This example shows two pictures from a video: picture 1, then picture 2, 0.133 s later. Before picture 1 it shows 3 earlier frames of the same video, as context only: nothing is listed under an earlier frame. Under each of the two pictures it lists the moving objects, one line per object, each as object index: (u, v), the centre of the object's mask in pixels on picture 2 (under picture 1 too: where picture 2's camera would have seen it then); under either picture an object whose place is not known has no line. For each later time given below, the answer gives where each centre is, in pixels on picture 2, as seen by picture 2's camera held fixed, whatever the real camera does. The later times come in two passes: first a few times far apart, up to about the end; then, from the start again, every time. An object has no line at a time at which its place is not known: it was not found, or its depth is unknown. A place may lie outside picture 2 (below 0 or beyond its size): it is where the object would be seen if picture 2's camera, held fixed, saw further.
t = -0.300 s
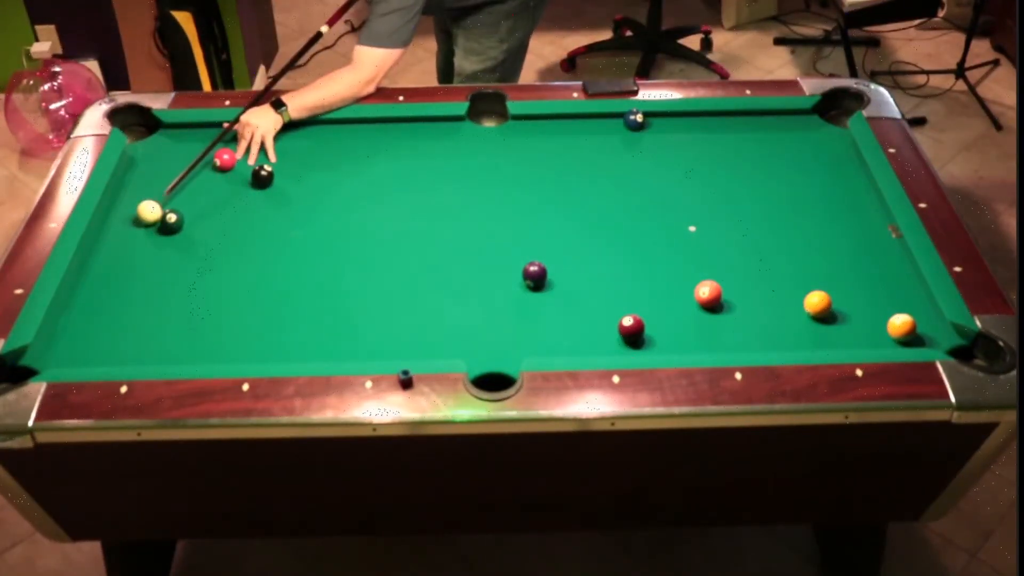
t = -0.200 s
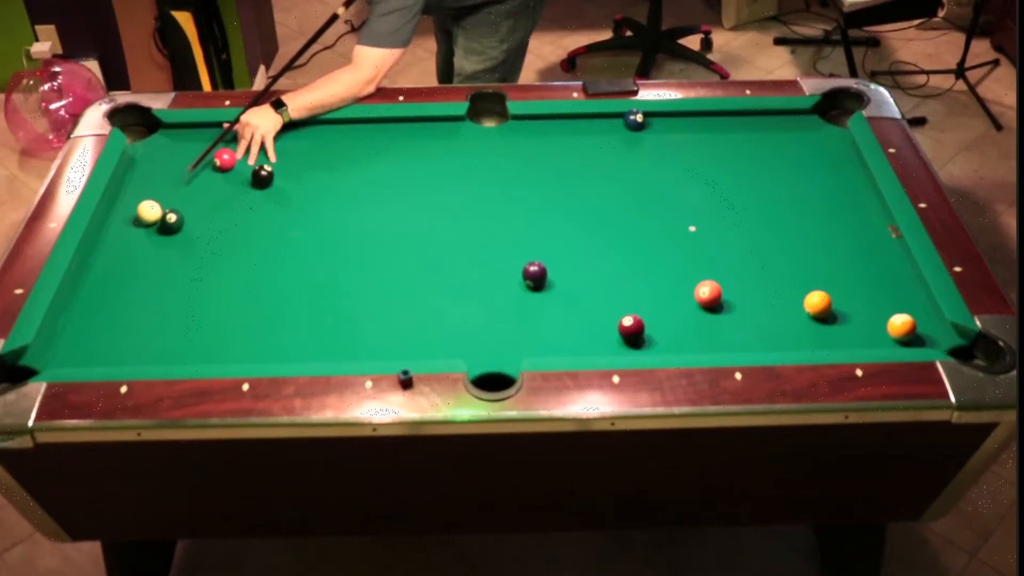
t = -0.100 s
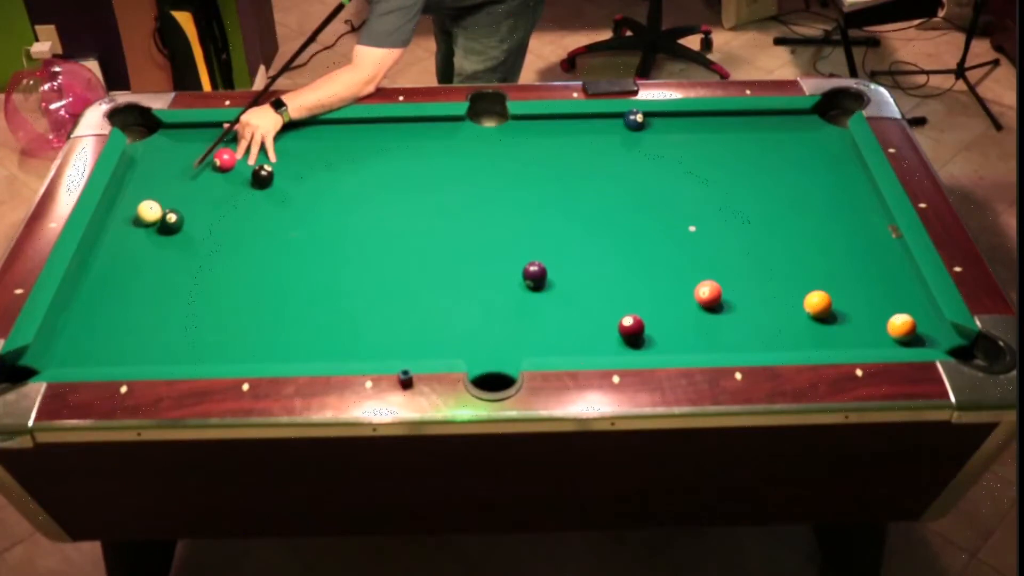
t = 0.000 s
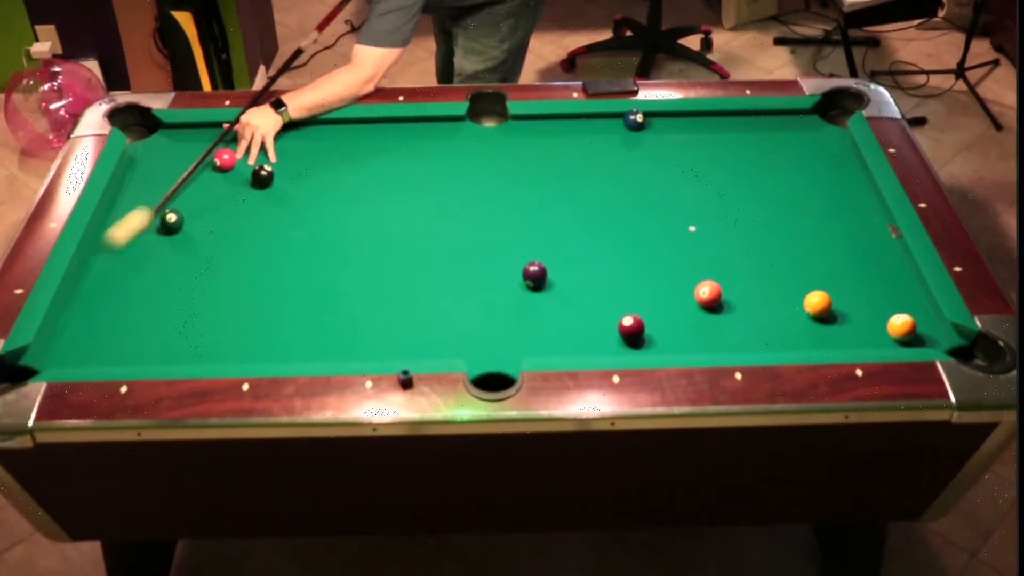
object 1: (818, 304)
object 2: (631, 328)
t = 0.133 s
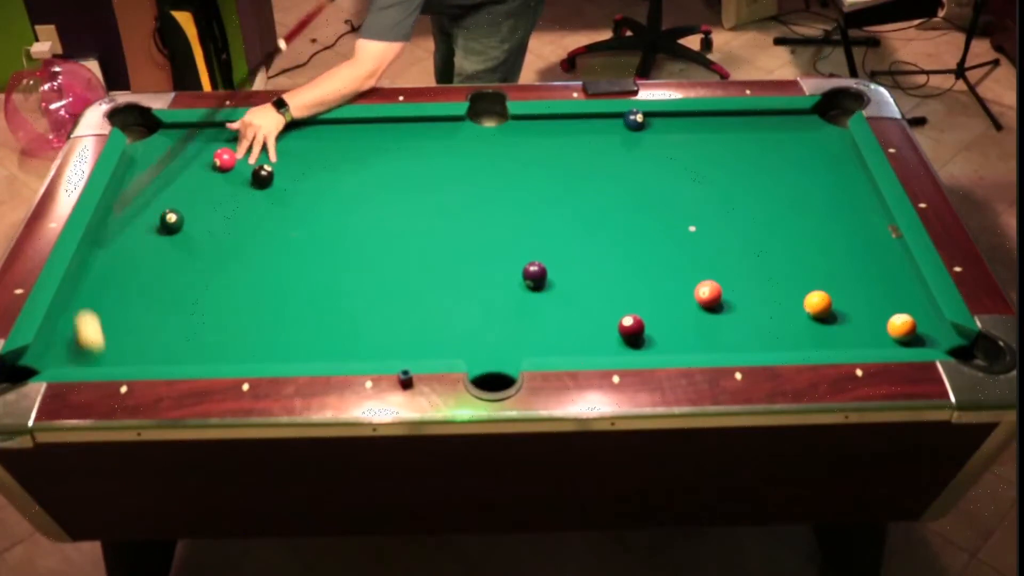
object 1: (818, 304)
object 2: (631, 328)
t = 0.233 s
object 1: (818, 304)
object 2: (631, 328)
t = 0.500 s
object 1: (818, 304)
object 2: (632, 328)
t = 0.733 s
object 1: (817, 304)
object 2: (631, 328)
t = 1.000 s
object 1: (817, 304)
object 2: (631, 328)
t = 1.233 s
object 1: (817, 304)
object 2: (631, 328)
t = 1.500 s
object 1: (817, 304)
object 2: (631, 328)
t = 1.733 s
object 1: (817, 304)
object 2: (631, 328)
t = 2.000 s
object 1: (817, 303)
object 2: (631, 328)
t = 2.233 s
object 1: (817, 304)
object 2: (631, 328)
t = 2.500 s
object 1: (790, 306)
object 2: (631, 328)
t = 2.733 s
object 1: (762, 309)
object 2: (632, 328)
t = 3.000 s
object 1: (732, 313)
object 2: (632, 328)
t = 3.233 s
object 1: (709, 316)
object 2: (631, 328)
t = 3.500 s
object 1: (684, 318)
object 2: (631, 328)
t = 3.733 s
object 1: (665, 321)
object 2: (631, 328)
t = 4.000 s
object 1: (655, 322)
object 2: (625, 329)
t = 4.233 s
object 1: (654, 322)
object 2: (616, 329)
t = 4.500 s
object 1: (653, 322)
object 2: (610, 329)
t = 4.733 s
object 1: (653, 322)
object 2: (607, 328)
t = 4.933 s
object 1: (653, 322)
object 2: (606, 328)
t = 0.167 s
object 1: (818, 304)
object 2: (631, 328)
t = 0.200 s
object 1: (818, 304)
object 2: (631, 328)
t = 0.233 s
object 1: (818, 304)
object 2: (631, 328)
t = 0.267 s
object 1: (818, 304)
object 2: (632, 328)
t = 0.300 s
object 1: (818, 304)
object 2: (632, 328)
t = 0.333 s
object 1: (818, 304)
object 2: (631, 328)
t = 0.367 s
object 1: (818, 304)
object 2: (631, 328)
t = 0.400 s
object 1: (818, 304)
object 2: (632, 328)
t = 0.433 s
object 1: (818, 304)
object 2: (631, 328)
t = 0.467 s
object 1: (818, 304)
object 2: (631, 328)
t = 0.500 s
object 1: (818, 304)
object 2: (632, 328)
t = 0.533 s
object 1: (817, 304)
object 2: (631, 328)
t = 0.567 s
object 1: (817, 304)
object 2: (631, 328)
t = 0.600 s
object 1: (817, 304)
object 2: (631, 328)
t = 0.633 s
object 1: (818, 304)
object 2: (631, 328)
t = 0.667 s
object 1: (817, 304)
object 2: (631, 328)
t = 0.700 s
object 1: (817, 304)
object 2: (631, 328)
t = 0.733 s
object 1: (817, 304)
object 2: (631, 328)
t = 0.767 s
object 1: (817, 304)
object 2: (632, 328)
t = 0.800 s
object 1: (818, 304)
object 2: (632, 328)
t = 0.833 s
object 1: (817, 304)
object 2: (632, 328)
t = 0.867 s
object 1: (817, 304)
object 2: (632, 328)
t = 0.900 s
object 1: (817, 304)
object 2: (631, 328)
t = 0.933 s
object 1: (817, 304)
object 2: (631, 328)
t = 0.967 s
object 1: (817, 304)
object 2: (631, 328)
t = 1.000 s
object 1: (817, 304)
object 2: (631, 328)
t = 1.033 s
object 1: (817, 304)
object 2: (631, 328)
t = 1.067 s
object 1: (817, 304)
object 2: (631, 328)
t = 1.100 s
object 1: (817, 304)
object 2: (631, 328)
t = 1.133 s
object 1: (817, 304)
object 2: (631, 328)
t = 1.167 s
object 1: (817, 304)
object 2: (631, 328)
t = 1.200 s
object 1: (817, 304)
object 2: (631, 328)
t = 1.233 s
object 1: (817, 304)
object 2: (631, 328)
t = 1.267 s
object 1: (817, 304)
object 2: (631, 328)
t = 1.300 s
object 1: (817, 304)
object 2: (631, 328)
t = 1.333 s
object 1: (817, 304)
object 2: (631, 328)
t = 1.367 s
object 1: (817, 304)
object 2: (631, 328)
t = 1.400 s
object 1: (817, 304)
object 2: (631, 328)
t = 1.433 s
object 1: (817, 304)
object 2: (631, 328)
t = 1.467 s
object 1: (817, 304)
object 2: (631, 328)
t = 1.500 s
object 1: (817, 304)
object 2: (631, 328)
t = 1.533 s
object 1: (817, 304)
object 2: (631, 328)
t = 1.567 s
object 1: (817, 304)
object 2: (631, 328)
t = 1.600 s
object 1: (817, 304)
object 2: (631, 328)
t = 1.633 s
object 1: (817, 304)
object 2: (631, 328)
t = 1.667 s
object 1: (817, 304)
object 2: (631, 328)
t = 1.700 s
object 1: (818, 304)
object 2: (631, 328)
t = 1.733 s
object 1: (817, 304)
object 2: (631, 328)
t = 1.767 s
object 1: (817, 303)
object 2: (631, 328)
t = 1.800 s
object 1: (817, 304)
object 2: (631, 328)
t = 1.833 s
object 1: (817, 304)
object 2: (631, 328)
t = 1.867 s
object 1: (817, 304)
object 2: (631, 328)
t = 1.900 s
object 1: (817, 303)
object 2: (631, 328)
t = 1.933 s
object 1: (818, 304)
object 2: (631, 328)
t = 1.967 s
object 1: (817, 303)
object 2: (631, 328)
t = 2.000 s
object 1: (817, 303)
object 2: (631, 328)
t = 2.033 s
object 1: (817, 303)
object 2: (631, 328)
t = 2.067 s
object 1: (817, 303)
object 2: (631, 328)
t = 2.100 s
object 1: (817, 303)
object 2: (631, 328)
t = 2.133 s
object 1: (818, 304)
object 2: (631, 328)
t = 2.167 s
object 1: (817, 303)
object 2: (631, 328)
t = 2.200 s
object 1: (817, 303)
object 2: (631, 328)
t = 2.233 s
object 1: (817, 304)
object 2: (631, 328)
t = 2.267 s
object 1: (817, 304)
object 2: (631, 328)
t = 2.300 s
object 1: (816, 304)
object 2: (631, 328)
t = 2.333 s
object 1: (811, 304)
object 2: (631, 328)
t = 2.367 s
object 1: (807, 305)
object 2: (631, 328)
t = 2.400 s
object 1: (802, 305)
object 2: (631, 328)
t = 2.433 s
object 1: (798, 305)
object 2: (631, 328)
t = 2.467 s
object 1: (794, 306)
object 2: (631, 328)
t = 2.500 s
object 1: (790, 306)
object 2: (631, 328)
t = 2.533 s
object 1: (786, 307)
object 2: (631, 328)
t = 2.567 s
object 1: (781, 307)
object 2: (631, 328)
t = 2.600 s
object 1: (777, 308)
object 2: (631, 328)
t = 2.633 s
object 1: (774, 308)
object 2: (632, 328)
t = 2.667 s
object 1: (770, 309)
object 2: (631, 328)
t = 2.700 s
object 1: (766, 309)
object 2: (632, 328)
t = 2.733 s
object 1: (762, 309)
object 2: (632, 328)
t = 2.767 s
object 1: (758, 310)
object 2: (632, 328)
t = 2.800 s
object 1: (754, 310)
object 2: (632, 328)
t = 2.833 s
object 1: (750, 310)
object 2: (632, 328)
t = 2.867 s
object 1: (746, 311)
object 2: (632, 328)
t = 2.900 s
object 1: (743, 311)
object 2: (632, 328)
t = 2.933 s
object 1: (739, 312)
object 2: (632, 328)
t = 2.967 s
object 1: (735, 313)
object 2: (632, 328)
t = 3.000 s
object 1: (732, 313)
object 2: (632, 328)
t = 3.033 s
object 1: (729, 313)
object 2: (632, 328)
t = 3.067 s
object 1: (725, 314)
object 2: (632, 328)
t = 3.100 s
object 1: (722, 314)
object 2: (632, 328)
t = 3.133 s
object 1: (718, 315)
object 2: (632, 328)
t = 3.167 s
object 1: (715, 315)
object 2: (631, 328)
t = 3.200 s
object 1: (712, 316)
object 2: (631, 328)
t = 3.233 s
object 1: (709, 316)
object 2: (631, 328)
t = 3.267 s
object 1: (705, 316)
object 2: (631, 328)
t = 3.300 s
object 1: (702, 317)
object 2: (631, 328)
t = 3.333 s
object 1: (699, 317)
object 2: (631, 328)
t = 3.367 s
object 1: (696, 317)
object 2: (631, 328)
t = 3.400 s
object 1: (693, 317)
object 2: (631, 328)
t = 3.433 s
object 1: (690, 318)
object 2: (631, 328)
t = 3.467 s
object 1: (687, 318)
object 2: (631, 328)
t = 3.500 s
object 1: (684, 318)
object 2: (631, 328)
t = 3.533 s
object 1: (681, 319)
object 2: (631, 328)
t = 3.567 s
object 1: (679, 319)
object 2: (631, 328)
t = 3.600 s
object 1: (676, 319)
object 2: (631, 328)
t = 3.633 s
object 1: (673, 320)
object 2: (631, 328)
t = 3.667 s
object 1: (671, 320)
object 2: (631, 328)
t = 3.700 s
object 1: (668, 321)
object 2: (631, 328)
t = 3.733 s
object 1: (665, 321)
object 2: (631, 328)
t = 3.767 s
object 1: (663, 321)
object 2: (631, 328)
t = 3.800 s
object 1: (660, 321)
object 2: (631, 328)
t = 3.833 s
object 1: (658, 322)
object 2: (632, 329)
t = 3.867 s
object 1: (657, 322)
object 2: (630, 329)
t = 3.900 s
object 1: (656, 322)
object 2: (629, 329)
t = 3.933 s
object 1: (656, 322)
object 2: (628, 329)
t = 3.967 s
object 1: (655, 322)
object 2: (626, 329)
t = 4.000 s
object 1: (655, 322)
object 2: (625, 329)
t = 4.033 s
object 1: (655, 322)
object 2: (624, 330)
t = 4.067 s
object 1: (655, 322)
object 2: (622, 330)
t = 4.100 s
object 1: (654, 322)
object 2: (621, 330)
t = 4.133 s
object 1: (654, 322)
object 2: (620, 330)
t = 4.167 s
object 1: (654, 322)
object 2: (619, 330)
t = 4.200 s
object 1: (654, 322)
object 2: (618, 330)
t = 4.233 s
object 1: (654, 322)
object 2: (616, 329)
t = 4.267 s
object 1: (654, 322)
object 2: (616, 330)
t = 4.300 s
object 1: (654, 322)
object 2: (615, 329)
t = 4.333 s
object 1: (654, 322)
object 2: (614, 330)
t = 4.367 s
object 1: (654, 322)
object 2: (613, 329)
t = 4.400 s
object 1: (654, 322)
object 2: (612, 329)
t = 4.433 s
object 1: (654, 322)
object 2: (612, 329)
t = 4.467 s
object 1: (653, 322)
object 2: (611, 329)
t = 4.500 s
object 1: (653, 322)
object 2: (610, 329)
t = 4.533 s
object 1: (653, 322)
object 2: (610, 329)
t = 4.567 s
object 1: (653, 322)
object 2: (609, 329)
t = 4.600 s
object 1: (653, 322)
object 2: (609, 329)
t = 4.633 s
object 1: (653, 322)
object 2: (608, 329)
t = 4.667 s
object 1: (653, 322)
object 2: (608, 329)
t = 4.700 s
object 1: (653, 322)
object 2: (607, 329)
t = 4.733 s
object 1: (653, 322)
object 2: (607, 328)
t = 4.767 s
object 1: (653, 322)
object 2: (607, 328)
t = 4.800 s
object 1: (653, 322)
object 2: (607, 328)
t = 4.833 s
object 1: (653, 322)
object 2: (606, 329)
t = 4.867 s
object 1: (653, 322)
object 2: (606, 328)
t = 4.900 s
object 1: (653, 322)
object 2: (606, 328)
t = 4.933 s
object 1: (653, 322)
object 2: (606, 328)
